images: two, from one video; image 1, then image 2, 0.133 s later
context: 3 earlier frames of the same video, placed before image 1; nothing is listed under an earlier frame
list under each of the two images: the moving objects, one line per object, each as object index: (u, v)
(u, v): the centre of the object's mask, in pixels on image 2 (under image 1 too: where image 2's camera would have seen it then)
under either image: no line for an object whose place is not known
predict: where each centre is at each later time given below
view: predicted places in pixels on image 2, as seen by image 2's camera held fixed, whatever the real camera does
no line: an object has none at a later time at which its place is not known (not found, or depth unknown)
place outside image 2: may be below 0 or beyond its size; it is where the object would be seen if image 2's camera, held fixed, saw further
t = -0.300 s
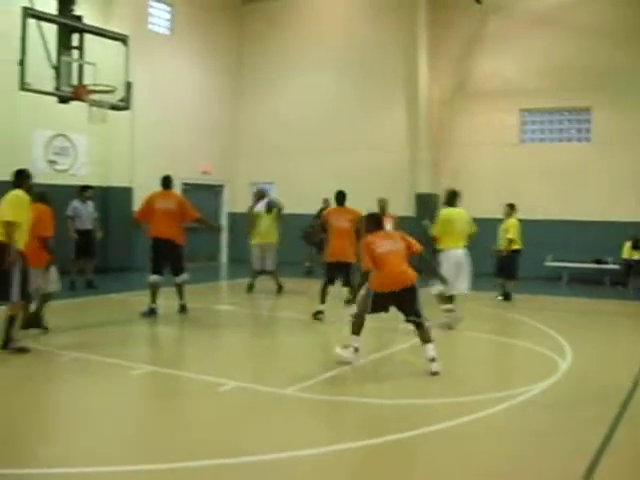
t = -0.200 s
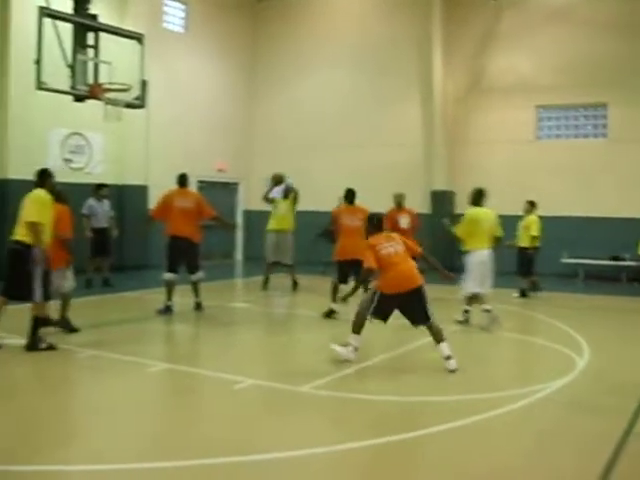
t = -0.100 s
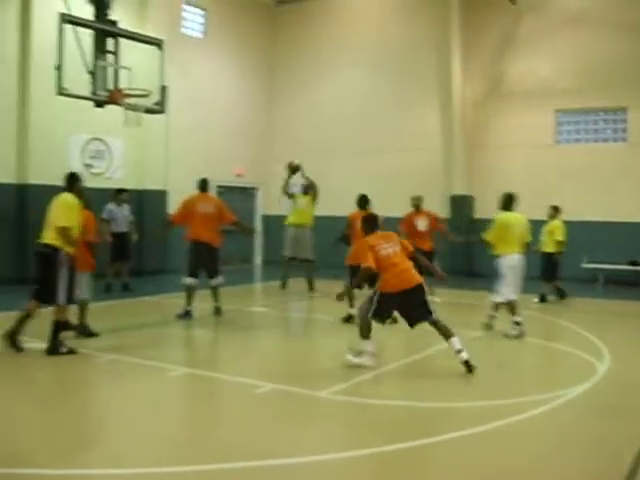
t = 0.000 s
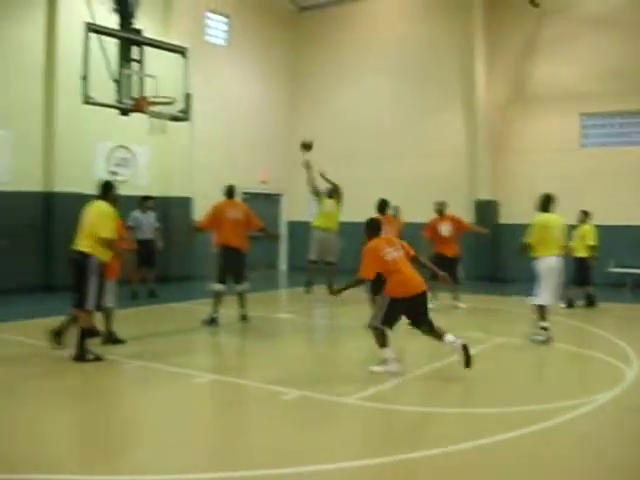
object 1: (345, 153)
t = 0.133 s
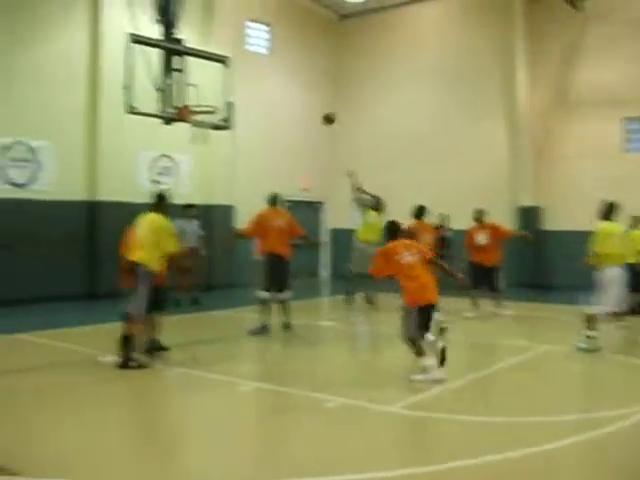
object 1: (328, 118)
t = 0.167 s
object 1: (326, 111)
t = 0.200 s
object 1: (322, 104)
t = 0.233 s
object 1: (318, 98)
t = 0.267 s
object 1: (314, 92)
